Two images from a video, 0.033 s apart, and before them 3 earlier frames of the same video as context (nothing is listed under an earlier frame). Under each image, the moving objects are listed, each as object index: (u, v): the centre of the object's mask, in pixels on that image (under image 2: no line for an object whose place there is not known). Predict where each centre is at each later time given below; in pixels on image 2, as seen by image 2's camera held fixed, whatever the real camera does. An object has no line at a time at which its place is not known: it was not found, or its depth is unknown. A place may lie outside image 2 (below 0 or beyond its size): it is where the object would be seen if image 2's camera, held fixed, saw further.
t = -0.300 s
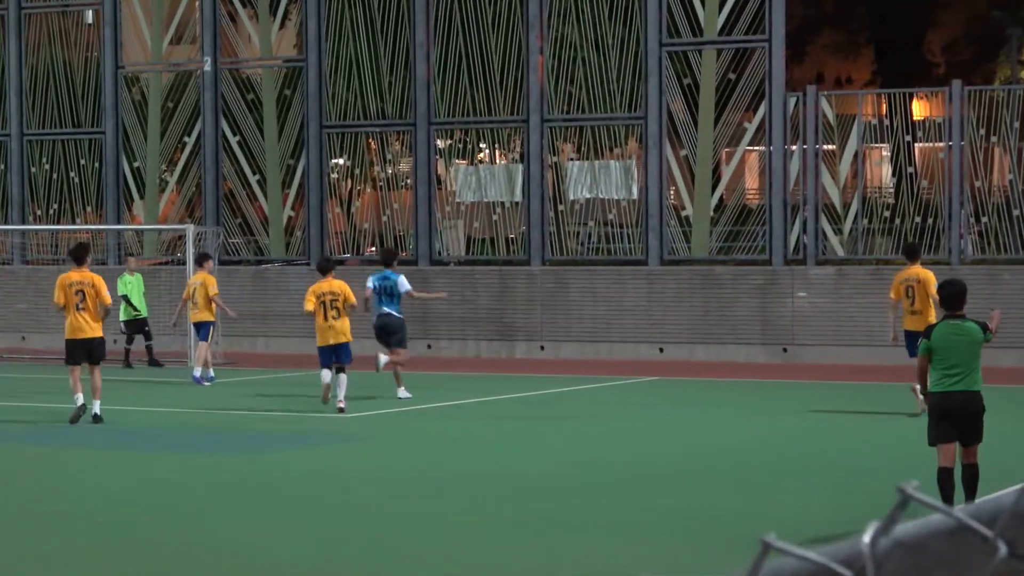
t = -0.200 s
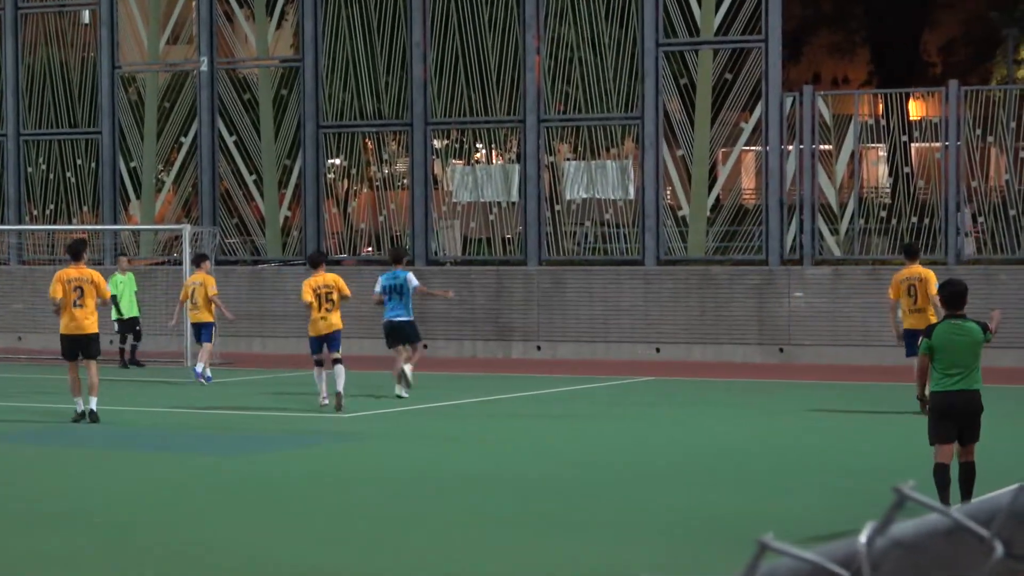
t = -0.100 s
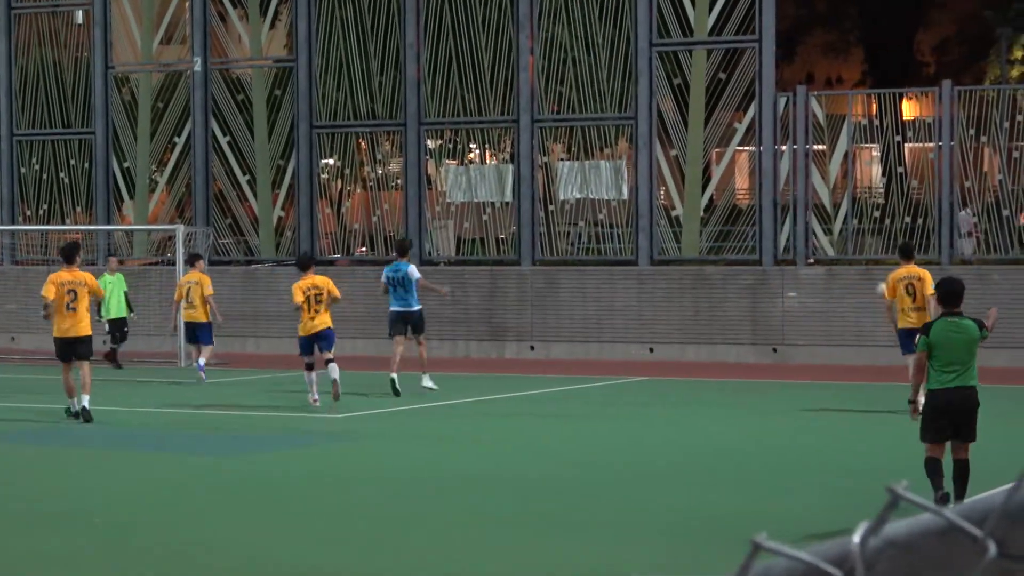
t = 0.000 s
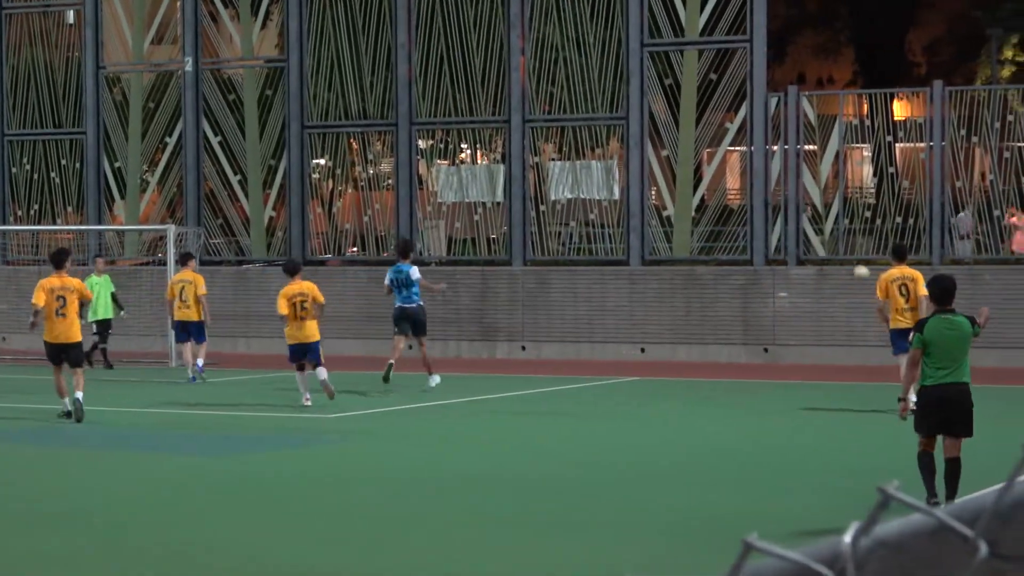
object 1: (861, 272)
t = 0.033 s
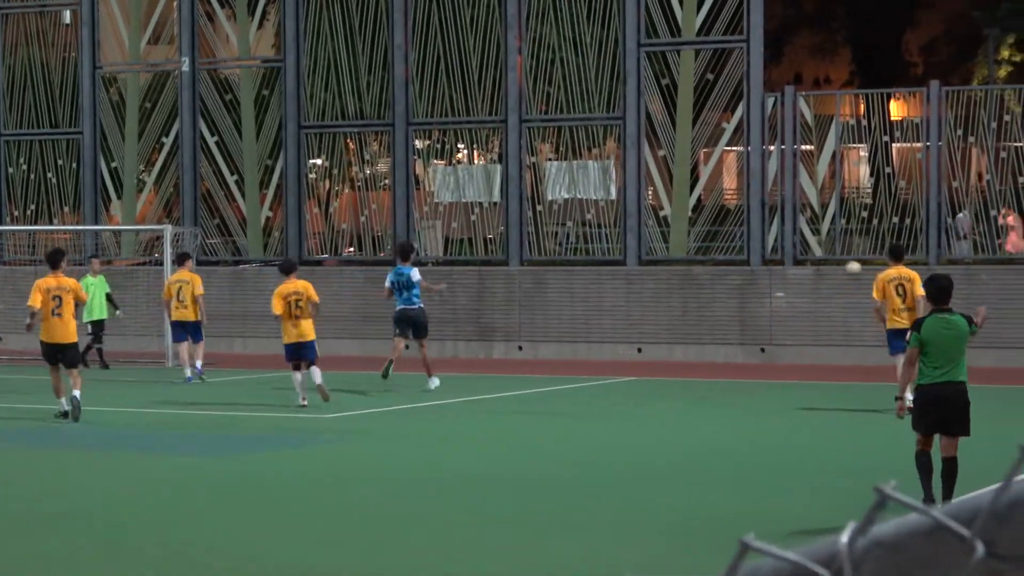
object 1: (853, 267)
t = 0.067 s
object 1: (848, 264)
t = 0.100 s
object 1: (844, 262)
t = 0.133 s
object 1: (838, 260)
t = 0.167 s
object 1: (834, 260)
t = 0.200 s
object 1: (829, 260)
